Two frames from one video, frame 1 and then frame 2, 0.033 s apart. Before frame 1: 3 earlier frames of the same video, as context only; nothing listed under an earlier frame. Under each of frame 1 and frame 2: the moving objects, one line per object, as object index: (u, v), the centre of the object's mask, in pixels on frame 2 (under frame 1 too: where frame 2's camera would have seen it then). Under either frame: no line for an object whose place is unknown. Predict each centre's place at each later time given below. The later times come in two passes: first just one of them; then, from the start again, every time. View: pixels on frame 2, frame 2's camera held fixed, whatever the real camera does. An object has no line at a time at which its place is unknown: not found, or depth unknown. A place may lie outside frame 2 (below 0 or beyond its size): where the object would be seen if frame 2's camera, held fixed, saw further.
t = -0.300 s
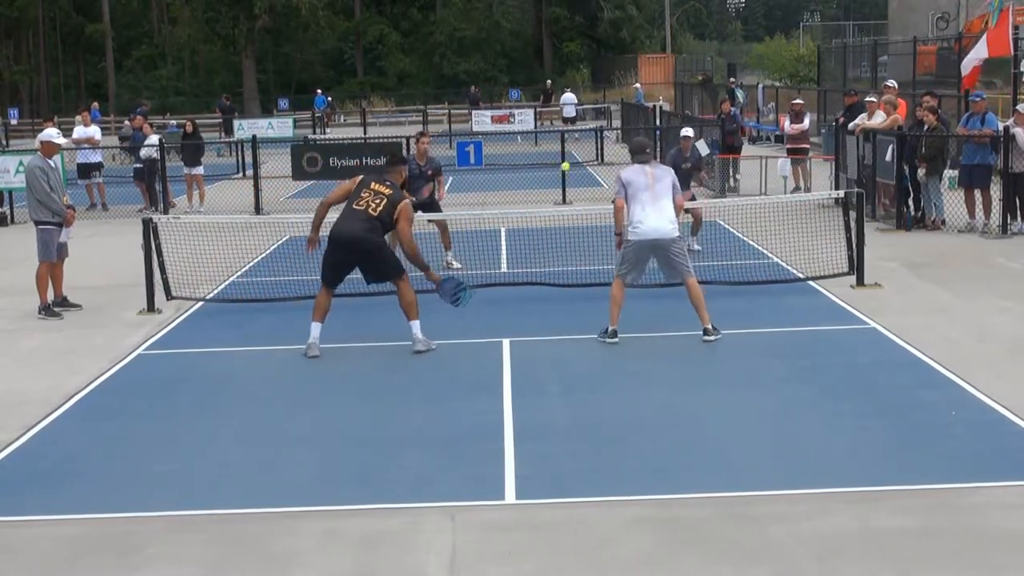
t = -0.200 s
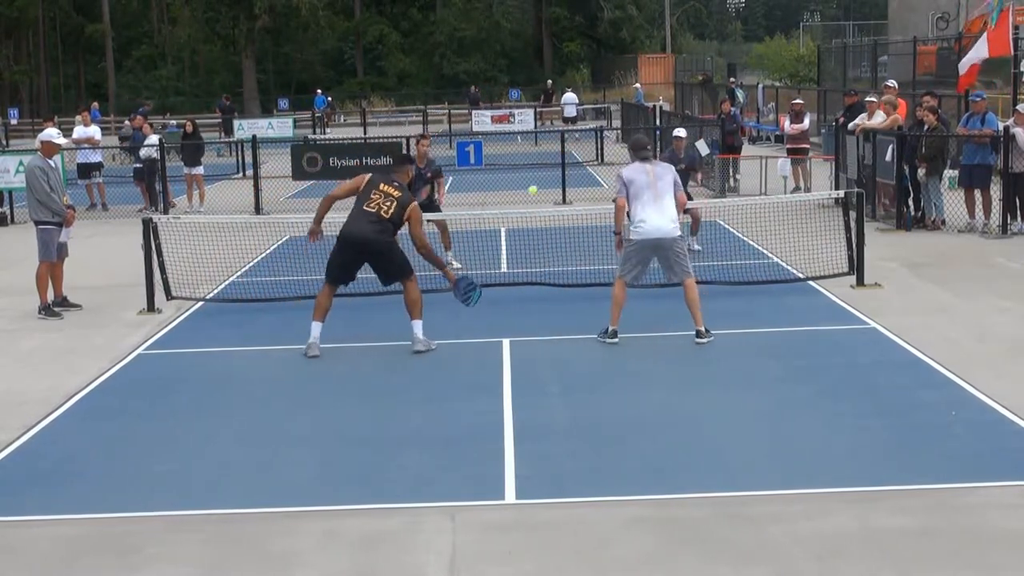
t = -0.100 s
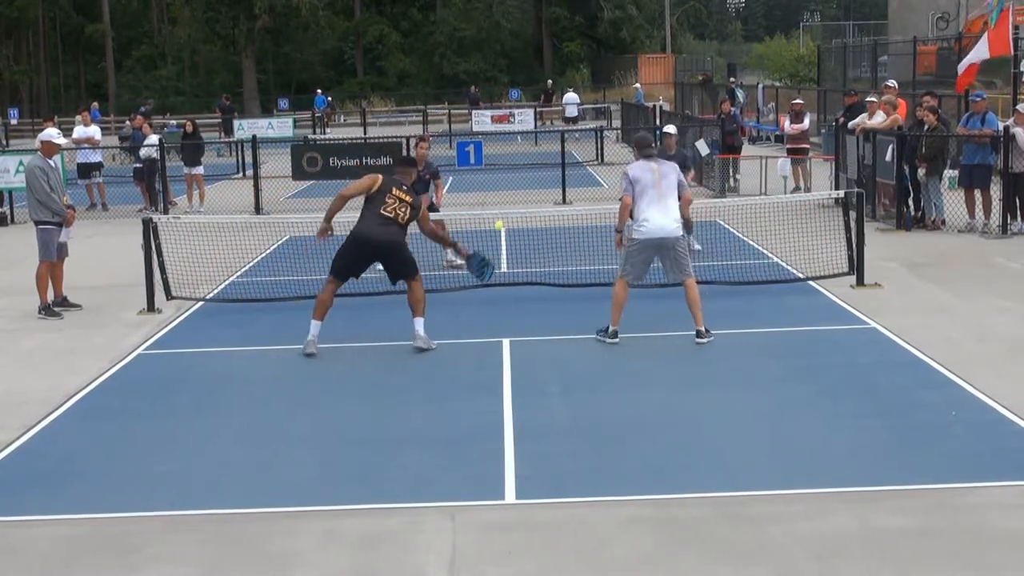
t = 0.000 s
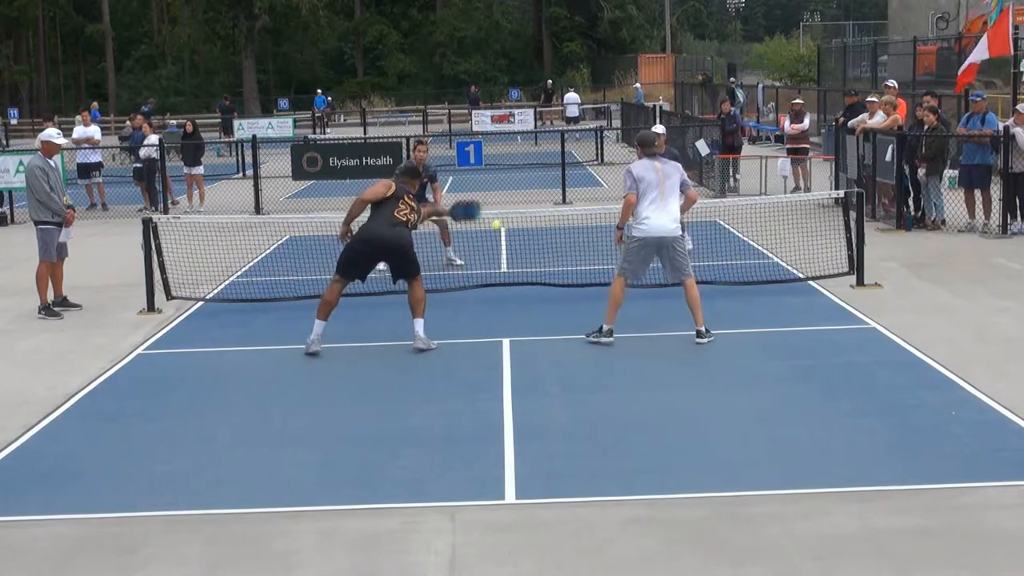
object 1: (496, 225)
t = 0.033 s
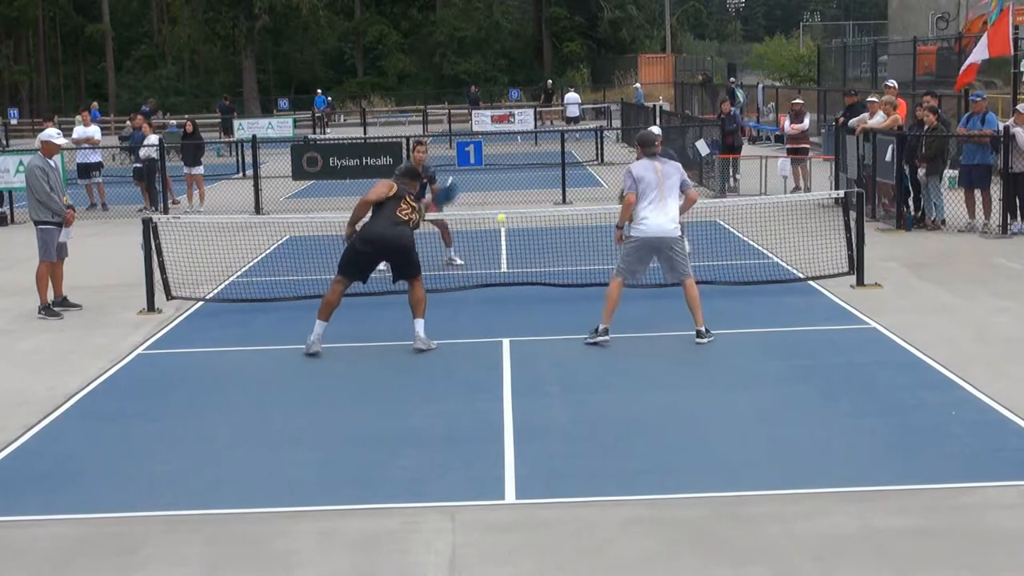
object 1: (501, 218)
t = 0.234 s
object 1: (519, 209)
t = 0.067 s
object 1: (506, 213)
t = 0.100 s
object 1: (508, 211)
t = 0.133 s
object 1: (511, 208)
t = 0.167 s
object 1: (513, 208)
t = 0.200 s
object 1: (516, 208)
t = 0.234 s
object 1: (519, 209)
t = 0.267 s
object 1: (521, 210)
